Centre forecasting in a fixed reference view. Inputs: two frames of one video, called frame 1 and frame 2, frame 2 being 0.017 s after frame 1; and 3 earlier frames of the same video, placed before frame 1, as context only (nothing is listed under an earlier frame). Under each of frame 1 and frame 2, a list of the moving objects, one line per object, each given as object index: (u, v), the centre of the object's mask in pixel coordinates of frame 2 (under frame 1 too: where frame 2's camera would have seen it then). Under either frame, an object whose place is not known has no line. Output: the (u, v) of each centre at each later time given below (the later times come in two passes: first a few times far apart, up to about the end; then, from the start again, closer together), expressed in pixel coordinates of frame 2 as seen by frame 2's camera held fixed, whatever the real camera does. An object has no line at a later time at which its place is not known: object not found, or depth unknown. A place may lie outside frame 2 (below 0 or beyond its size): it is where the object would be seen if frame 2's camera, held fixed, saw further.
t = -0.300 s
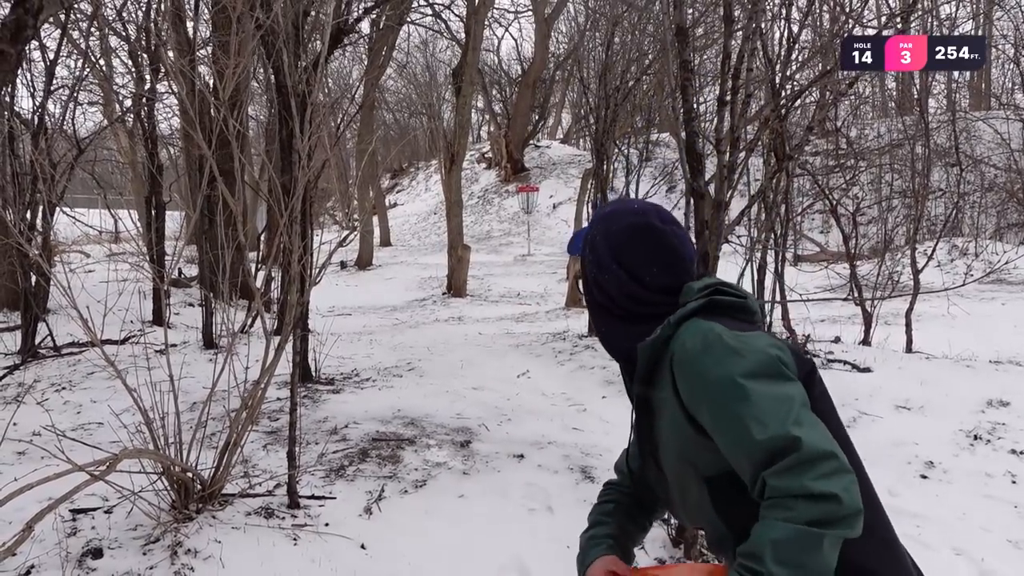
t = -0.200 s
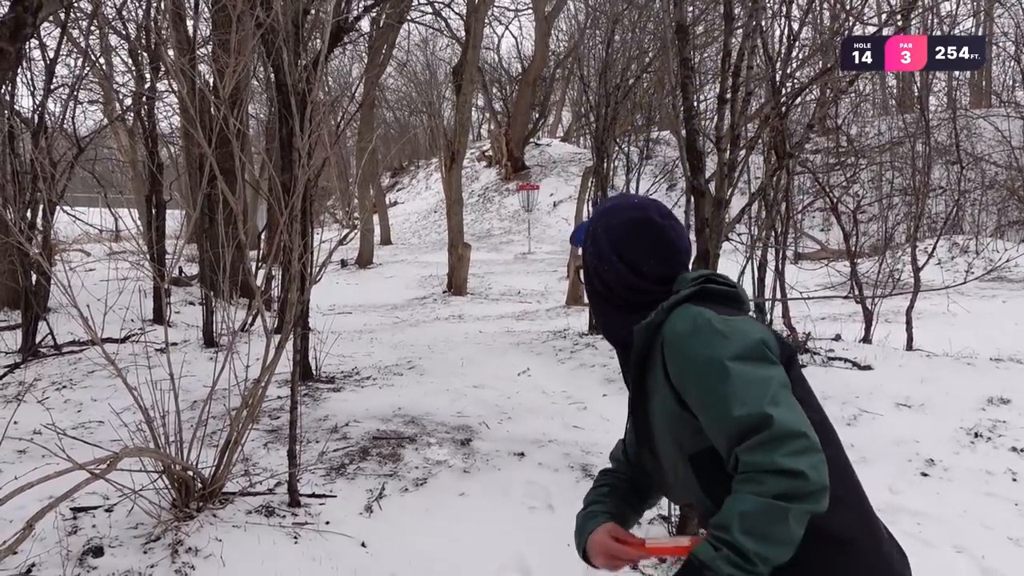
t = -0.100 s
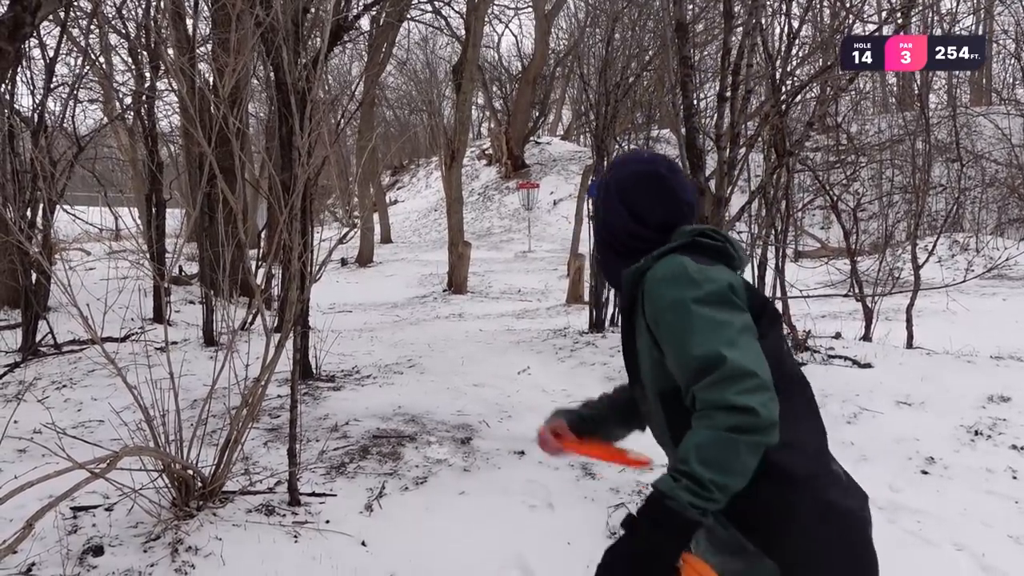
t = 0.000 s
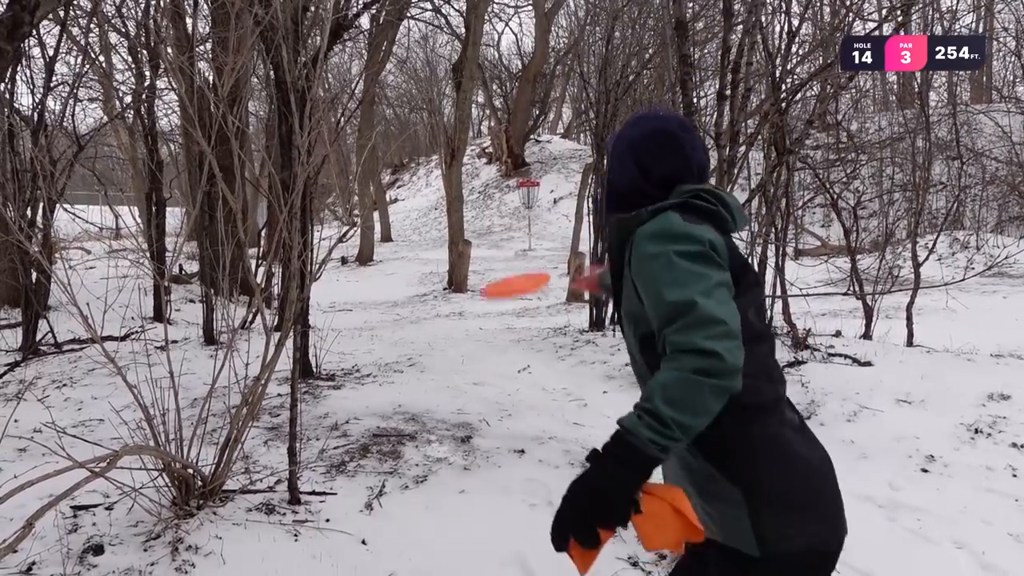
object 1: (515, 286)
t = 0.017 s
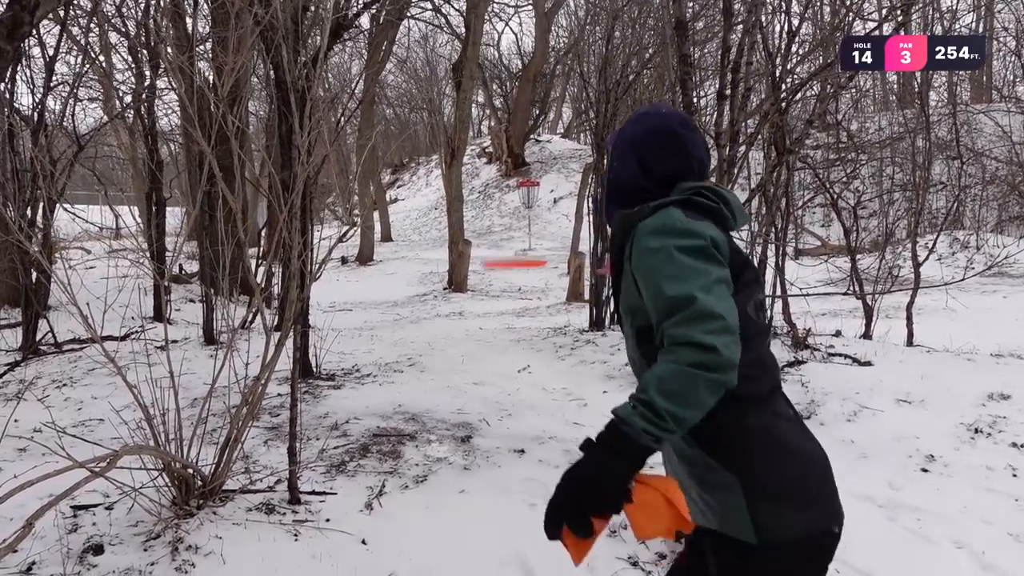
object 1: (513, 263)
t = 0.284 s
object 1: (509, 154)
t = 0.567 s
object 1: (509, 153)
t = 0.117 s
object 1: (507, 188)
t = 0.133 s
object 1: (508, 182)
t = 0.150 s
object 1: (509, 177)
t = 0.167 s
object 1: (509, 173)
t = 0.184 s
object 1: (508, 169)
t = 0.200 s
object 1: (508, 165)
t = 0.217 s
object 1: (508, 162)
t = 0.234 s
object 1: (507, 160)
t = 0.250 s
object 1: (507, 158)
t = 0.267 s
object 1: (508, 156)
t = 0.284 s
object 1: (509, 154)
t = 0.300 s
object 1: (507, 154)
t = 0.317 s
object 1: (507, 153)
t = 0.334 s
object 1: (508, 152)
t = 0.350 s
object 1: (507, 152)
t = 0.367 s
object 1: (507, 152)
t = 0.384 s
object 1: (507, 152)
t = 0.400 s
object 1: (508, 151)
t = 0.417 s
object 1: (508, 151)
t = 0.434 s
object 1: (507, 151)
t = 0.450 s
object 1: (508, 151)
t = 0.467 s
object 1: (509, 151)
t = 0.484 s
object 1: (509, 151)
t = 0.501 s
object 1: (509, 151)
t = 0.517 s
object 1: (508, 152)
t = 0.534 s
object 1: (509, 152)
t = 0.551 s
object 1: (509, 152)
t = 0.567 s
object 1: (509, 153)
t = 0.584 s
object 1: (509, 153)
